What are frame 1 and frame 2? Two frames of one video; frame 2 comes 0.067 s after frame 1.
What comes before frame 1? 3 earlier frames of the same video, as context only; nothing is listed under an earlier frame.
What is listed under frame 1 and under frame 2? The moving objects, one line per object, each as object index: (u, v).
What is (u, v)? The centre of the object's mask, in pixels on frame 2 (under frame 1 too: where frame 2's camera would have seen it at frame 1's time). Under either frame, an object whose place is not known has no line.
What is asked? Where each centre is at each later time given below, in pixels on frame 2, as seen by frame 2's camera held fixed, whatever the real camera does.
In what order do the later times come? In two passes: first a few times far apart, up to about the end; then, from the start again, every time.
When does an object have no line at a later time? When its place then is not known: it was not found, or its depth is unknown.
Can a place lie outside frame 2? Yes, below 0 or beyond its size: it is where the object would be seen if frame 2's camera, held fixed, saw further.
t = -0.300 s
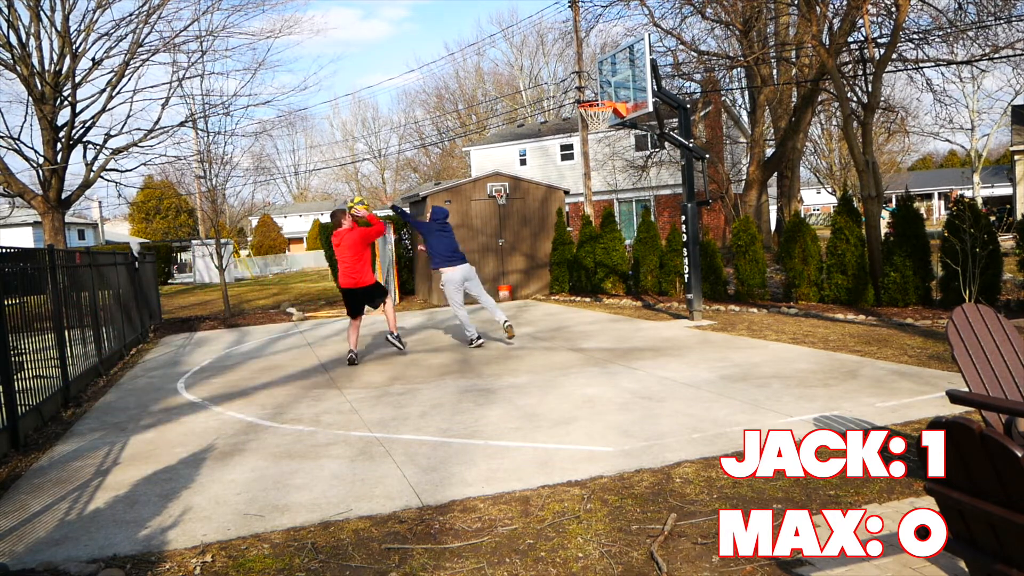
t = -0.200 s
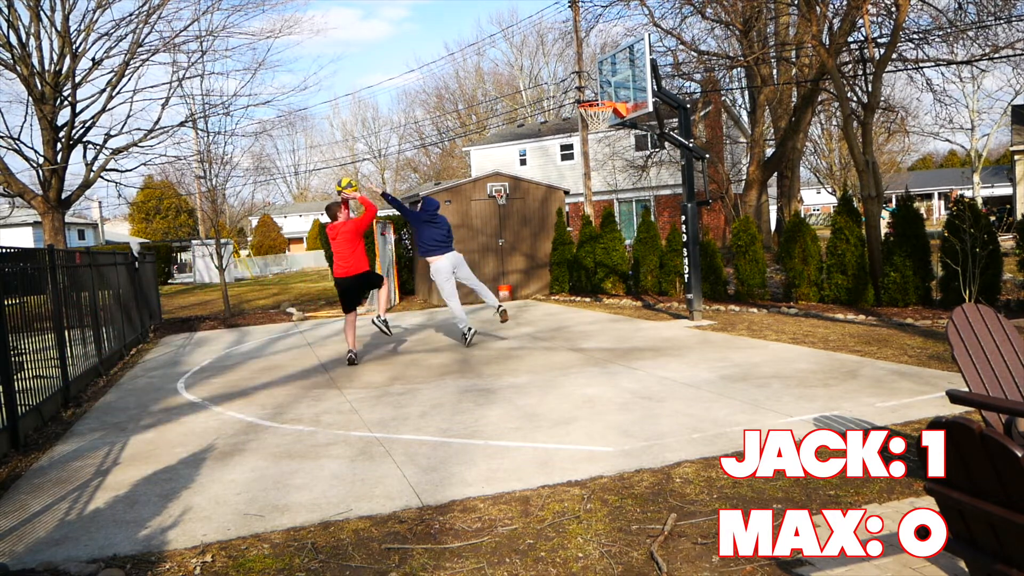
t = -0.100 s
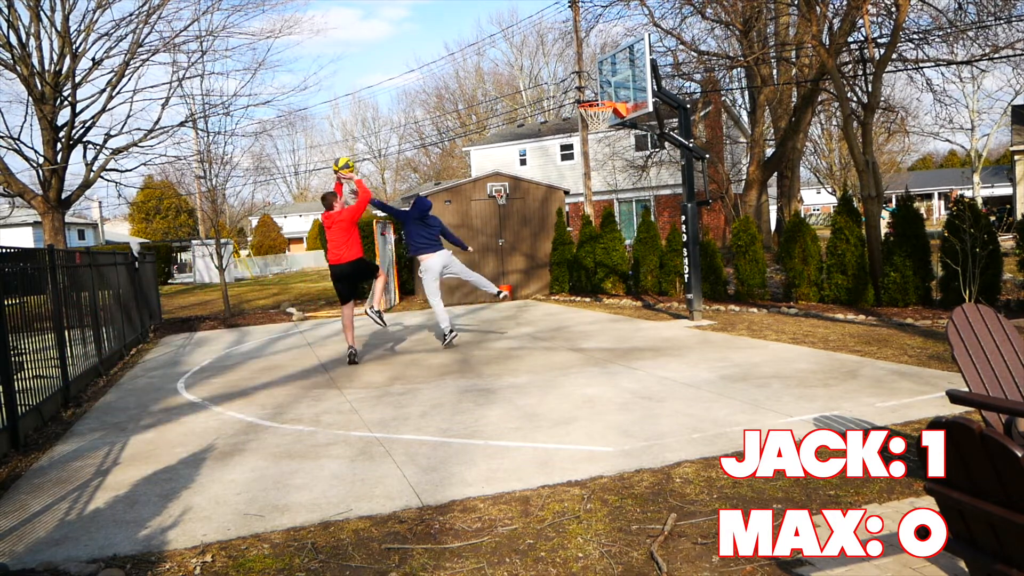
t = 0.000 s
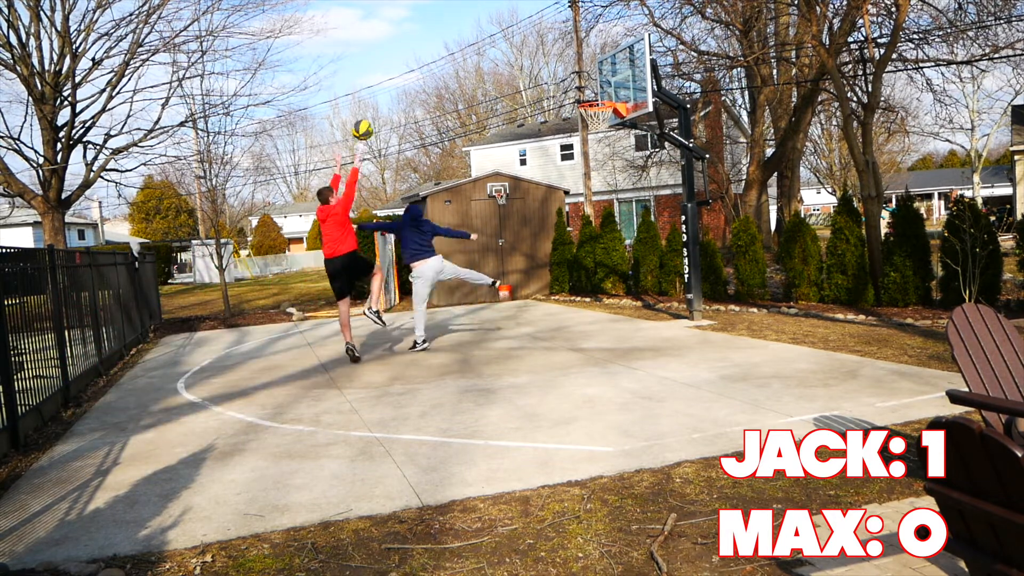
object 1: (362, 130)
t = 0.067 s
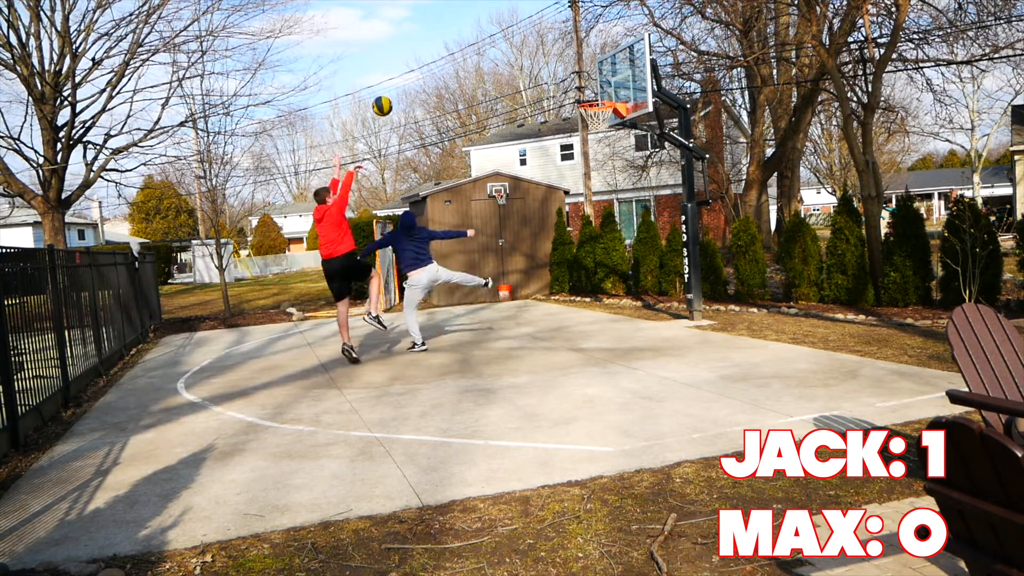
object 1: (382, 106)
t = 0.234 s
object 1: (431, 65)
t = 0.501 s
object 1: (506, 49)
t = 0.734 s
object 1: (570, 81)
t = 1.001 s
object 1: (606, 114)
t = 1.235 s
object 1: (595, 118)
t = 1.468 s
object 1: (593, 125)
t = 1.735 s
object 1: (610, 144)
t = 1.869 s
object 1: (620, 171)
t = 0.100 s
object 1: (392, 96)
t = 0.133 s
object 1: (402, 86)
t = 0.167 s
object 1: (412, 78)
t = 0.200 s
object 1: (421, 71)
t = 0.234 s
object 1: (431, 65)
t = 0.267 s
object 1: (441, 59)
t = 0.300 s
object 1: (450, 55)
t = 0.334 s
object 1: (460, 52)
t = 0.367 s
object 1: (469, 49)
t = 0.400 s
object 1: (478, 48)
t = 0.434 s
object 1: (488, 47)
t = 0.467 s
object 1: (497, 48)
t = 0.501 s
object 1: (506, 49)
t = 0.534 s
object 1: (516, 52)
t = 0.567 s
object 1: (525, 54)
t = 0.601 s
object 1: (534, 58)
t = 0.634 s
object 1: (542, 63)
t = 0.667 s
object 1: (551, 68)
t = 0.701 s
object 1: (560, 74)
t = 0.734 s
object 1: (570, 81)
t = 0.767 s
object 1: (578, 89)
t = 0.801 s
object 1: (586, 96)
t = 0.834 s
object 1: (595, 106)
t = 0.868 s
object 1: (603, 116)
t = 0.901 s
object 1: (607, 118)
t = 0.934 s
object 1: (607, 116)
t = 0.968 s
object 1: (607, 115)
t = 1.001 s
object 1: (606, 114)
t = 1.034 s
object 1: (604, 114)
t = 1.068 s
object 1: (603, 114)
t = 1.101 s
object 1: (603, 115)
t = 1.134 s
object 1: (601, 117)
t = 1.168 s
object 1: (599, 117)
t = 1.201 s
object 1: (597, 117)
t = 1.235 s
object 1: (595, 118)
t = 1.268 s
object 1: (593, 117)
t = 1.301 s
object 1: (592, 118)
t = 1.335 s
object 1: (592, 118)
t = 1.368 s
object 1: (591, 120)
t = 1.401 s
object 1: (591, 122)
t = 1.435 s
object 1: (592, 123)
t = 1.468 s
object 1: (593, 125)
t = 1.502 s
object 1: (595, 126)
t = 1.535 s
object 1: (597, 128)
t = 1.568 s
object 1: (598, 129)
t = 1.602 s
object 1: (600, 130)
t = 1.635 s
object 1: (602, 132)
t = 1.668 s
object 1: (605, 135)
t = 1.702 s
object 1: (607, 139)
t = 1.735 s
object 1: (610, 144)
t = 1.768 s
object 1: (612, 149)
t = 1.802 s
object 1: (615, 156)
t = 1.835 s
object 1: (617, 163)
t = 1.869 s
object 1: (620, 171)
